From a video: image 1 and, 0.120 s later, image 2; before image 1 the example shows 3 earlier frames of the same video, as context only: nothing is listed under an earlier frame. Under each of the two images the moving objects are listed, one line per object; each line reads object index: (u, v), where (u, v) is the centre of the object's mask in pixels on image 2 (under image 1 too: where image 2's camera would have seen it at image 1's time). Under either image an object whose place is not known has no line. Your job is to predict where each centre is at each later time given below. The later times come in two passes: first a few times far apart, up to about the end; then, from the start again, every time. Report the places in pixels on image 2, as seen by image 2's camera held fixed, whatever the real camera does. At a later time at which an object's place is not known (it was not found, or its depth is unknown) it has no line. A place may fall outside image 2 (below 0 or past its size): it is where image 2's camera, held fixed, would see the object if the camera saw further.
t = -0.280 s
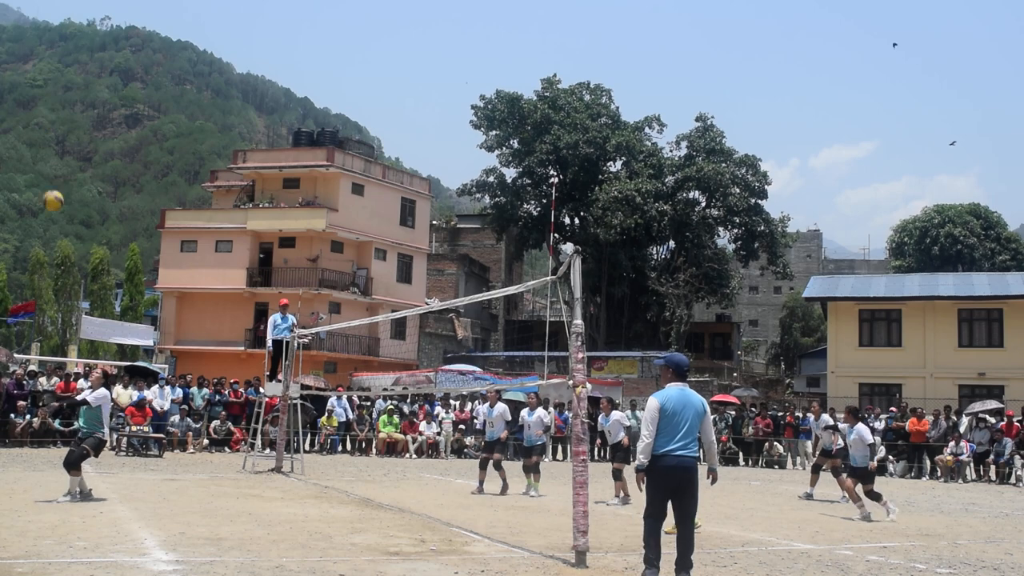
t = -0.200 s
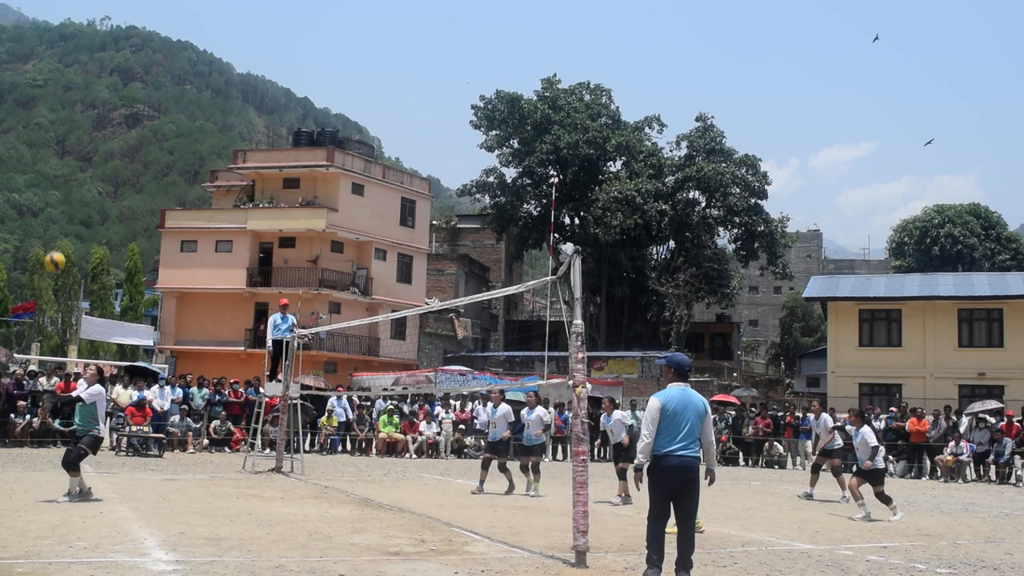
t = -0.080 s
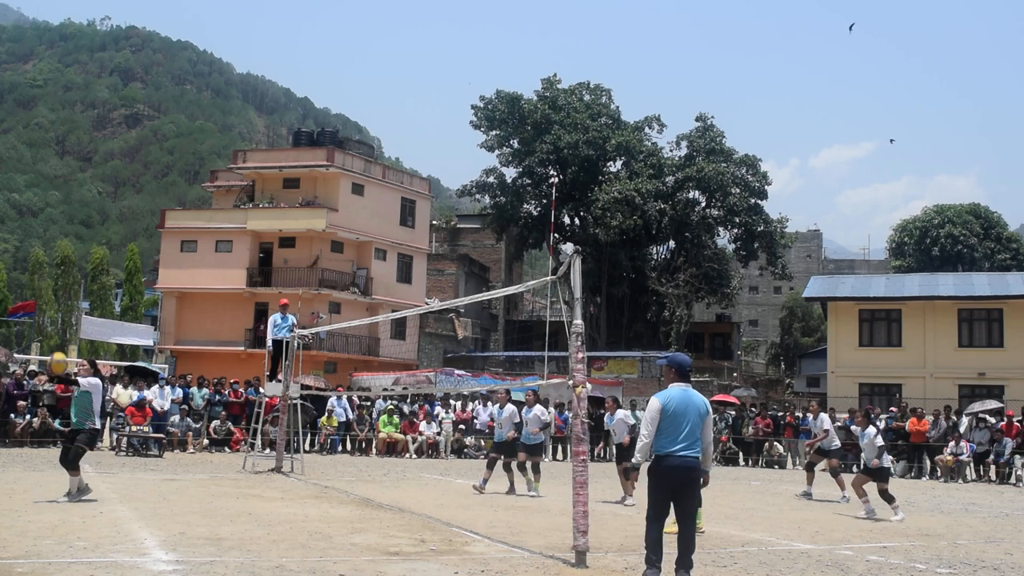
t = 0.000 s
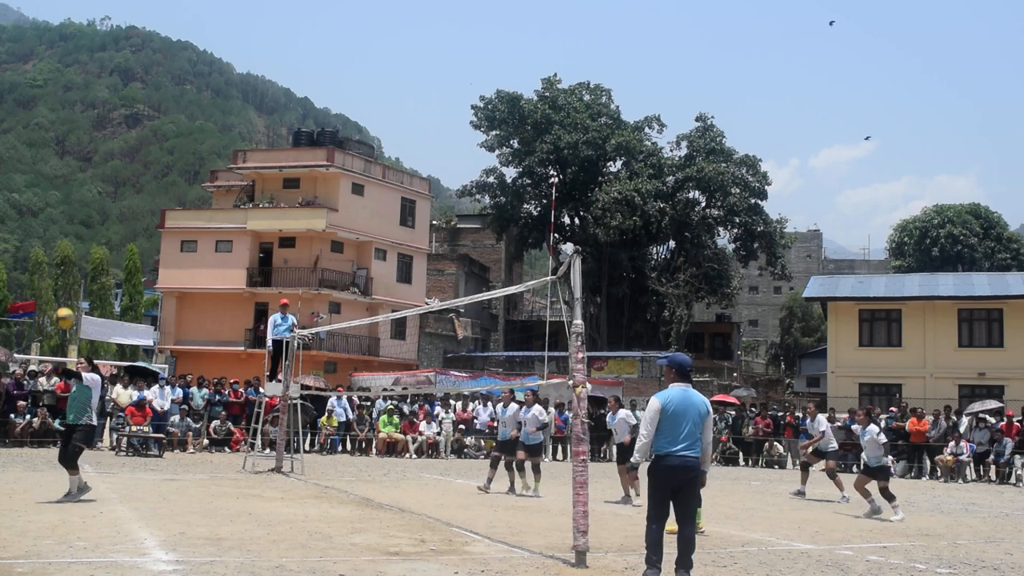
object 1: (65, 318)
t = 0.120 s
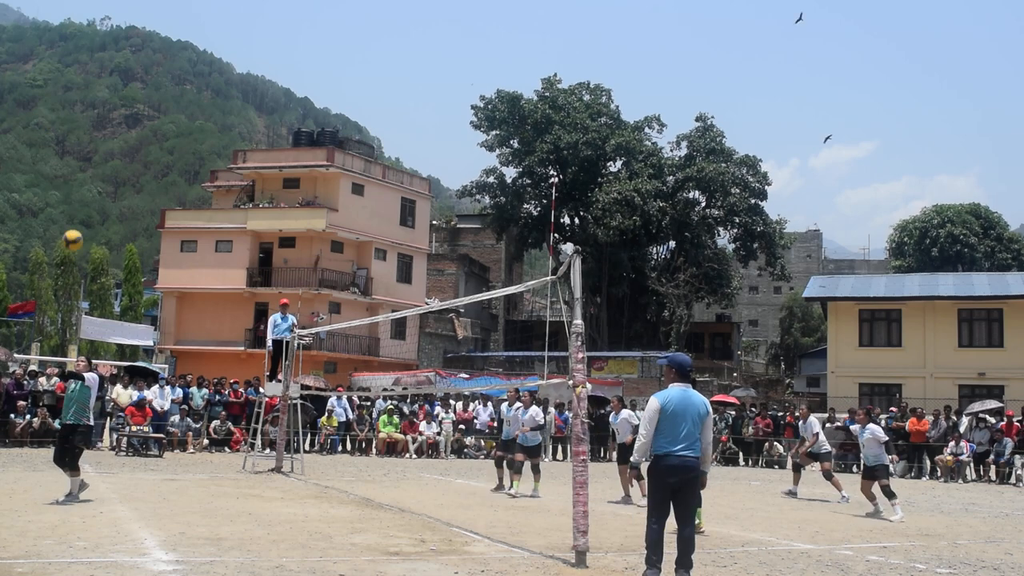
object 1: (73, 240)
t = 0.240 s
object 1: (79, 174)
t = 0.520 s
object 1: (86, 67)
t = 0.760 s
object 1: (84, 34)
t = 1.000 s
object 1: (71, 58)
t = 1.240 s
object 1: (49, 150)
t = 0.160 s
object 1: (75, 217)
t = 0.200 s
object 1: (77, 195)
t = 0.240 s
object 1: (79, 174)
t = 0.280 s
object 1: (80, 154)
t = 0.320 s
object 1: (81, 137)
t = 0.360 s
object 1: (83, 120)
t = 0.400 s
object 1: (84, 105)
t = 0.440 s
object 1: (85, 91)
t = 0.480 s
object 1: (85, 78)
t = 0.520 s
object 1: (86, 67)
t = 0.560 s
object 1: (86, 58)
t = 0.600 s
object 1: (86, 50)
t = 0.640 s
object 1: (86, 44)
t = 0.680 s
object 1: (86, 39)
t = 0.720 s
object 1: (85, 36)
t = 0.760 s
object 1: (84, 34)
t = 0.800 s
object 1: (82, 34)
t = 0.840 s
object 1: (81, 35)
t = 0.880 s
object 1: (79, 38)
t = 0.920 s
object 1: (76, 43)
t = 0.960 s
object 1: (74, 50)
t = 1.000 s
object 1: (71, 58)
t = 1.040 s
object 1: (68, 69)
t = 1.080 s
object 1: (65, 81)
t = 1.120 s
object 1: (61, 96)
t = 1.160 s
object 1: (58, 112)
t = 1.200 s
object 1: (54, 130)
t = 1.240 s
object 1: (49, 150)
